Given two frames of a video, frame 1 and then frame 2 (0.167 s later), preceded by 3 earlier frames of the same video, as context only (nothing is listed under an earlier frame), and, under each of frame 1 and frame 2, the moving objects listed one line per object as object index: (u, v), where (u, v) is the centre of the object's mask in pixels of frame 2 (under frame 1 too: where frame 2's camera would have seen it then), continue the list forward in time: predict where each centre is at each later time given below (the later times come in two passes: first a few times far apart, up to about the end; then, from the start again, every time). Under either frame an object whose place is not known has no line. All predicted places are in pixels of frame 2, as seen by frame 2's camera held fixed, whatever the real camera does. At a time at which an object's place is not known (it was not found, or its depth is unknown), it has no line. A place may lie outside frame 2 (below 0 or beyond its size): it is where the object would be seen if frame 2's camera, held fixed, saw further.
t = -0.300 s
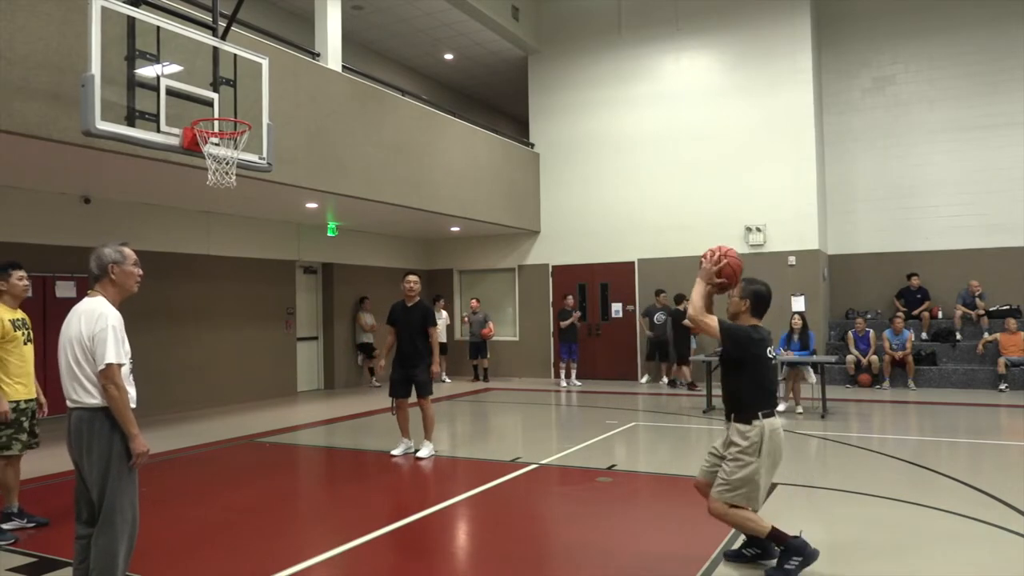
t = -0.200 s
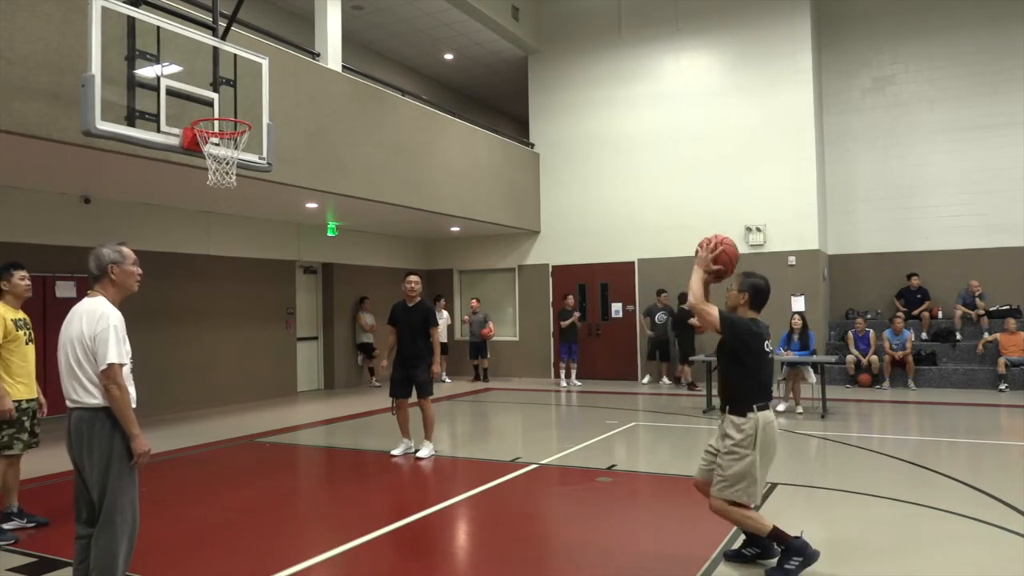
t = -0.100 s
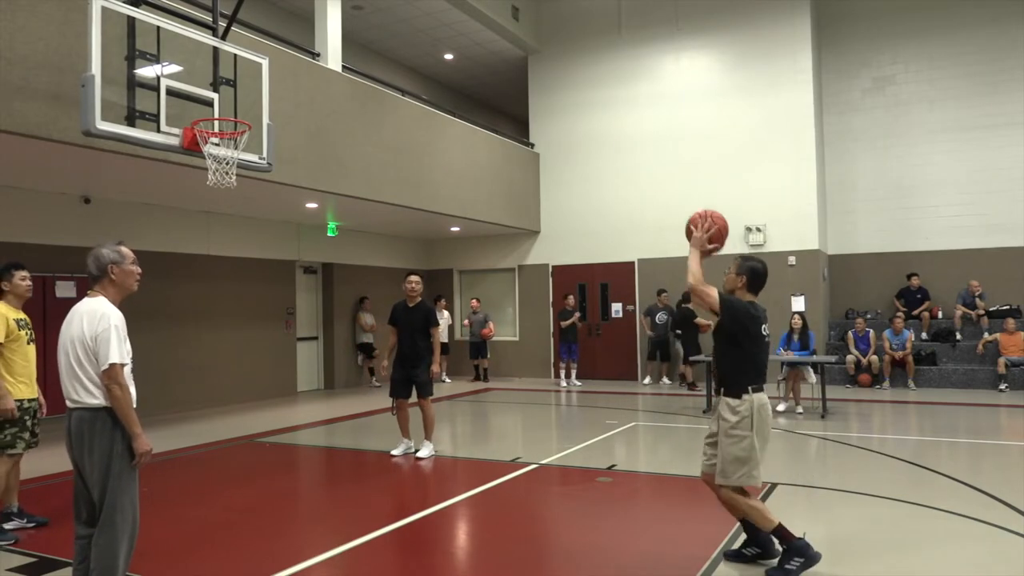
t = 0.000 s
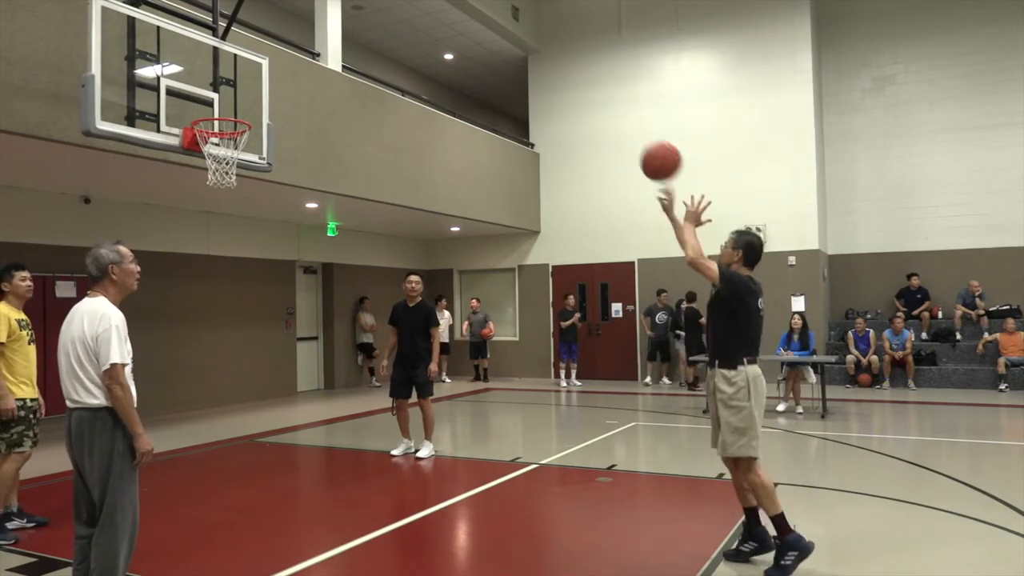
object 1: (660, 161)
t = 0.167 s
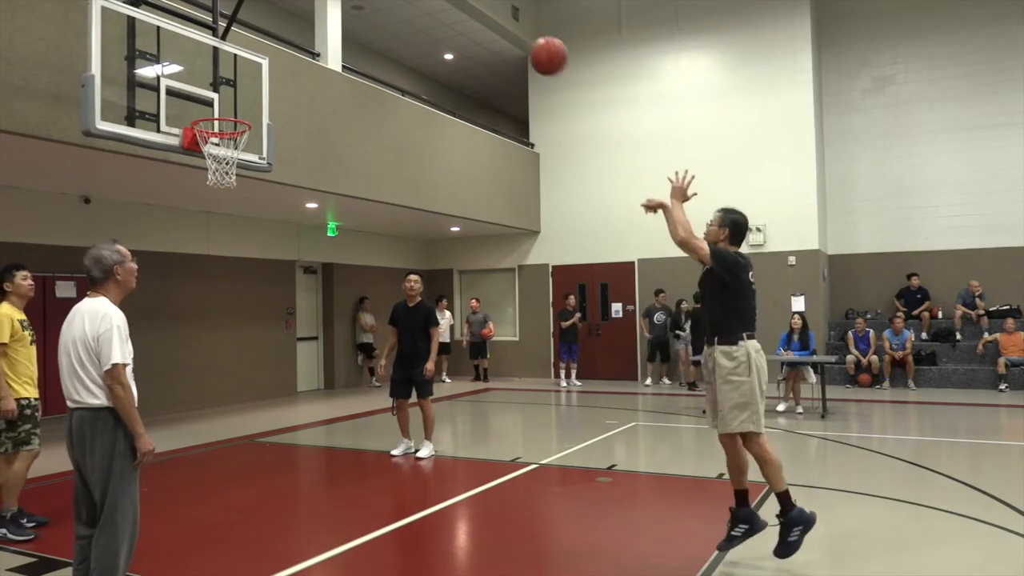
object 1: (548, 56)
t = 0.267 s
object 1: (490, 20)
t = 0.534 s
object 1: (357, 8)
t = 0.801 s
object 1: (251, 68)
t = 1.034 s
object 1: (242, 156)
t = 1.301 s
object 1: (265, 162)
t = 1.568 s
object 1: (277, 242)
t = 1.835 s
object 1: (293, 414)
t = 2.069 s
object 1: (287, 386)
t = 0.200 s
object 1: (528, 42)
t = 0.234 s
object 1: (509, 29)
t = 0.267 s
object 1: (490, 20)
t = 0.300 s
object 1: (472, 14)
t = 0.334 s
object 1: (454, 10)
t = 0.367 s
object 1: (436, 8)
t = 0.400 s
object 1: (419, 7)
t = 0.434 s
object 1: (403, 6)
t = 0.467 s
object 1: (387, 6)
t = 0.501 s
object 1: (372, 7)
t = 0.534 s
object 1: (357, 8)
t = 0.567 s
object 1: (344, 9)
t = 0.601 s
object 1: (328, 12)
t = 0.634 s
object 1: (314, 17)
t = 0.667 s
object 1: (301, 25)
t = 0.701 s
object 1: (288, 33)
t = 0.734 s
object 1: (276, 43)
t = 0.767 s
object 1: (263, 56)
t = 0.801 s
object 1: (251, 68)
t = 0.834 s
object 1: (239, 81)
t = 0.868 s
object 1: (228, 96)
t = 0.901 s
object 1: (216, 108)
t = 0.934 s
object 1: (207, 127)
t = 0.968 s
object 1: (218, 137)
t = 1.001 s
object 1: (231, 148)
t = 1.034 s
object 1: (242, 156)
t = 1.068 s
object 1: (248, 156)
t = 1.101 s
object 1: (252, 156)
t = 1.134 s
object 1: (256, 154)
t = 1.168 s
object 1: (258, 155)
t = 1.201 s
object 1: (260, 155)
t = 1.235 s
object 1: (262, 156)
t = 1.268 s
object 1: (263, 158)
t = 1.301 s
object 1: (265, 162)
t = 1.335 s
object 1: (266, 167)
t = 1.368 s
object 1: (268, 174)
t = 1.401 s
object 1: (269, 181)
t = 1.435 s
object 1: (270, 191)
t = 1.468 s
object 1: (272, 202)
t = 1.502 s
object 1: (274, 214)
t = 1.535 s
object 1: (276, 227)
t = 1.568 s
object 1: (277, 242)
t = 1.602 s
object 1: (279, 258)
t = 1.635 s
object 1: (281, 276)
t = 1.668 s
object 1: (283, 295)
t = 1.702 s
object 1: (285, 316)
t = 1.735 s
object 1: (286, 338)
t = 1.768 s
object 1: (289, 362)
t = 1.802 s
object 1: (292, 387)
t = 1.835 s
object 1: (293, 414)
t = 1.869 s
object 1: (296, 442)
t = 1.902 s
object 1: (298, 472)
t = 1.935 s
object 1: (296, 465)
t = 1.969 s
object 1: (294, 444)
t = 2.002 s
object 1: (292, 424)
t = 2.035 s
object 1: (289, 404)
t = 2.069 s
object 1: (287, 386)
